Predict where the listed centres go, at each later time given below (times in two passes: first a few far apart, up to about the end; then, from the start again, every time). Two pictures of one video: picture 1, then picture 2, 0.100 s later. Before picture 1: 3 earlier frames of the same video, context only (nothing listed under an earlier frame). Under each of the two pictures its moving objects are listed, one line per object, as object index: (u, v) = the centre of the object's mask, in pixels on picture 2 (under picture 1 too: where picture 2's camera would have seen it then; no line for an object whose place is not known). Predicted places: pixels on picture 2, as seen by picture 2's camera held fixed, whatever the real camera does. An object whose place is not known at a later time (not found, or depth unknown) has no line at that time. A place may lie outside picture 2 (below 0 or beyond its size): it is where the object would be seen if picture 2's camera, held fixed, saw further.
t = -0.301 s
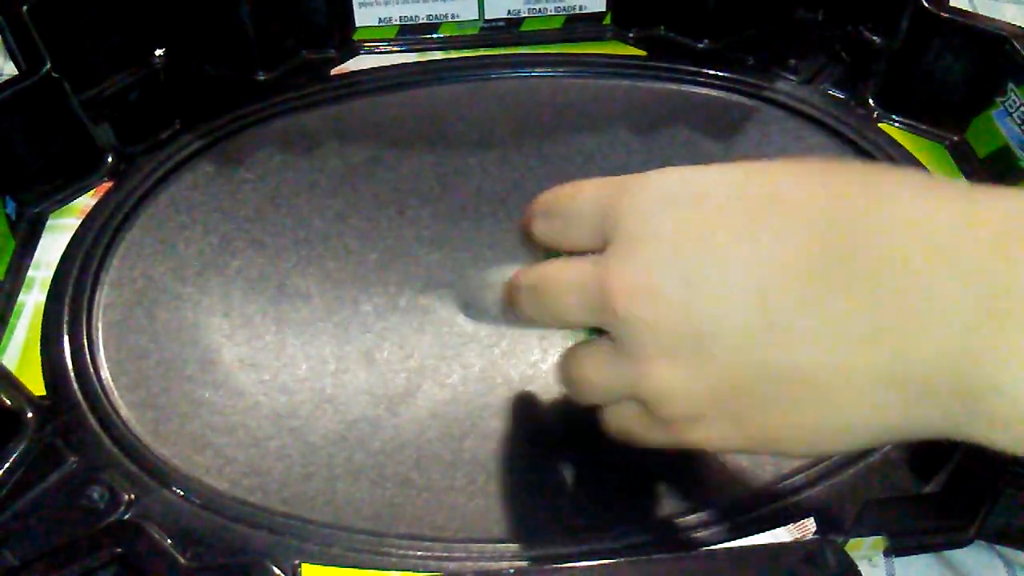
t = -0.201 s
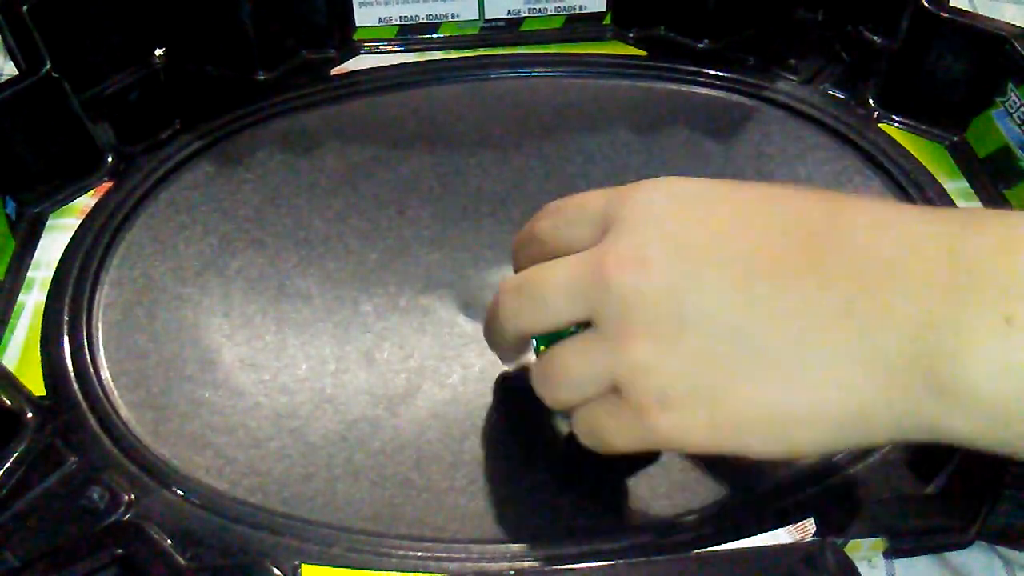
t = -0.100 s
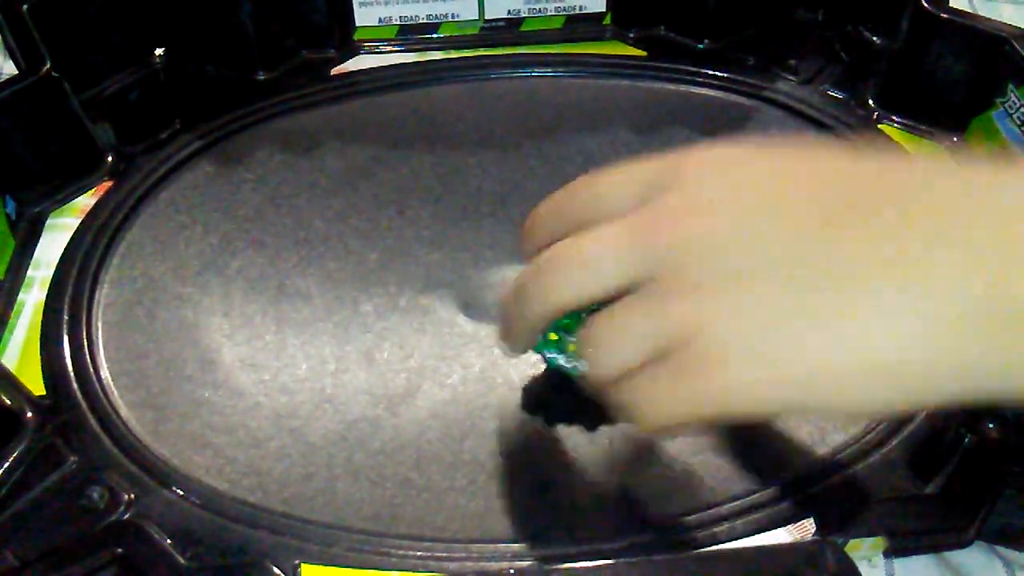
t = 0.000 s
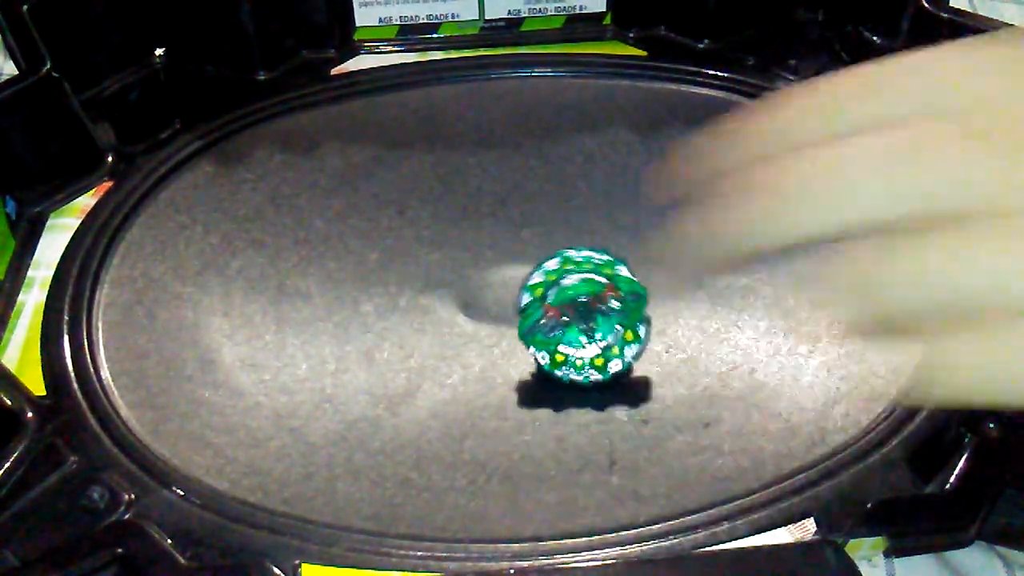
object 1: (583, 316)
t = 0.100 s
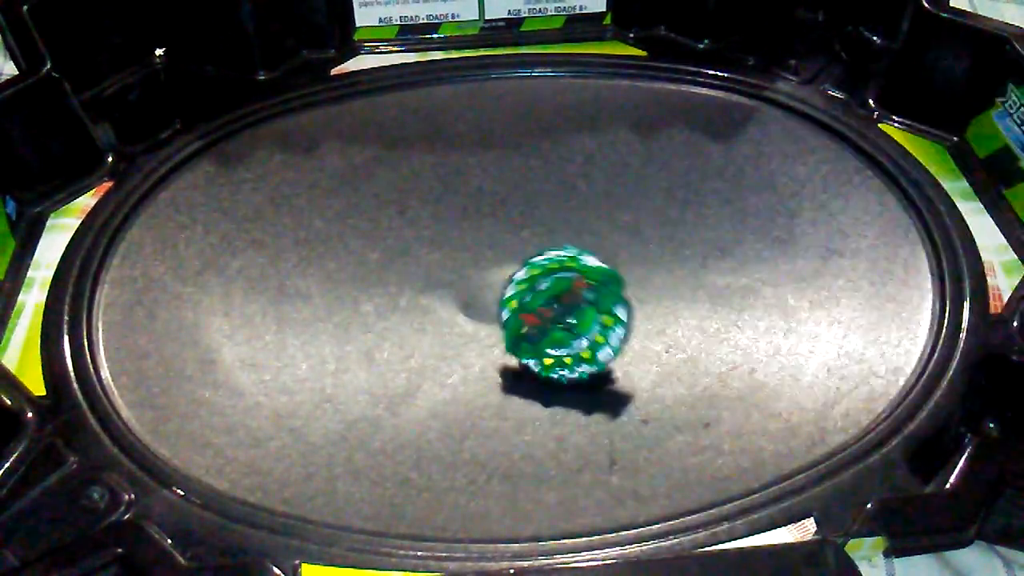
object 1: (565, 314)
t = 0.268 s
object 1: (534, 292)
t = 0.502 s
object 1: (565, 264)
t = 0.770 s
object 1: (586, 264)
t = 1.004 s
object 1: (557, 264)
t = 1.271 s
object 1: (532, 279)
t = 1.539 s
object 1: (536, 298)
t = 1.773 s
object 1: (531, 288)
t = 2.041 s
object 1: (537, 273)
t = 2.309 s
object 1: (548, 267)
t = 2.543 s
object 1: (547, 268)
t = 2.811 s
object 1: (539, 272)
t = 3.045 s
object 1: (534, 276)
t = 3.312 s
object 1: (538, 272)
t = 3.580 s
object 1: (540, 270)
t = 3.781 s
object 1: (538, 272)
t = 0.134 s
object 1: (558, 313)
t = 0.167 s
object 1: (551, 310)
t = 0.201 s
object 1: (545, 306)
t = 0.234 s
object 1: (538, 300)
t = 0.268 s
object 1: (534, 292)
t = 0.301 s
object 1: (533, 284)
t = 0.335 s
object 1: (536, 279)
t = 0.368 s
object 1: (540, 274)
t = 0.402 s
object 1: (546, 270)
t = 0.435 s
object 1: (552, 267)
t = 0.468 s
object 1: (558, 266)
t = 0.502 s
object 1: (565, 264)
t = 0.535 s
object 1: (572, 263)
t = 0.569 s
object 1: (577, 263)
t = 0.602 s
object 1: (582, 263)
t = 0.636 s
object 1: (585, 264)
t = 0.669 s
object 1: (587, 264)
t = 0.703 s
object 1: (588, 264)
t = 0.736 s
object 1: (587, 264)
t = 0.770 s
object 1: (586, 264)
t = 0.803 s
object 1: (583, 263)
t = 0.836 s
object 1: (579, 263)
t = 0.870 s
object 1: (575, 263)
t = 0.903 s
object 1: (570, 263)
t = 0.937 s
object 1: (565, 263)
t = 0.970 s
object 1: (561, 264)
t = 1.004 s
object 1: (557, 264)
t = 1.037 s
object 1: (553, 265)
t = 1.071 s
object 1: (550, 267)
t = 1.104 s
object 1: (546, 268)
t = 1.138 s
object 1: (542, 270)
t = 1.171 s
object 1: (539, 273)
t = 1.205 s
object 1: (537, 274)
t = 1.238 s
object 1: (534, 277)
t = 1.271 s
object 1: (532, 279)
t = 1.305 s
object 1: (531, 281)
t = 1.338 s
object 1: (531, 282)
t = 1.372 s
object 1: (531, 284)
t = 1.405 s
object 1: (531, 287)
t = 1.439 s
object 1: (531, 290)
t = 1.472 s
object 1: (533, 293)
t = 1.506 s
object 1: (535, 296)
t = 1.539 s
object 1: (536, 298)
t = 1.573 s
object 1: (537, 299)
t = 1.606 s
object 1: (537, 299)
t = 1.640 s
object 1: (537, 299)
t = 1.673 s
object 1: (536, 297)
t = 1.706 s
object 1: (535, 295)
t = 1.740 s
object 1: (533, 292)
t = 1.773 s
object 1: (531, 288)
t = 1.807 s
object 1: (531, 286)
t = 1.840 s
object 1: (531, 284)
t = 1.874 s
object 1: (531, 282)
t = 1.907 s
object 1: (531, 281)
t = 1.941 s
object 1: (532, 279)
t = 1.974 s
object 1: (533, 278)
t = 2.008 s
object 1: (535, 276)
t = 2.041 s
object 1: (537, 273)
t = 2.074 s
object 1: (538, 272)
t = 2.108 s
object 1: (540, 271)
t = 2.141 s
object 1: (542, 270)
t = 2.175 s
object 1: (543, 269)
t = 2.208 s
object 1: (544, 269)
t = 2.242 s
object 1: (545, 268)
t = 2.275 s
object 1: (547, 267)
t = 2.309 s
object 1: (548, 267)
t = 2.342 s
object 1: (549, 267)
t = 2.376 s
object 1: (550, 266)
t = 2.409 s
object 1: (550, 266)
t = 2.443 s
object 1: (550, 266)
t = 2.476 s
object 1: (549, 266)
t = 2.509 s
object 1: (548, 267)
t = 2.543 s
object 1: (547, 268)
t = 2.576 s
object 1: (546, 268)
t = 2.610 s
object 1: (544, 269)
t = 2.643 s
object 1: (544, 269)
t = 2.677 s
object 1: (543, 269)
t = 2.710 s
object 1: (543, 270)
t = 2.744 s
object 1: (541, 270)
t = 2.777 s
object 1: (540, 271)
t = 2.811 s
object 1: (539, 272)
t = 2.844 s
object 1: (538, 272)
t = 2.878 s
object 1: (536, 274)
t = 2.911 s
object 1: (535, 275)
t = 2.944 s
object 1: (534, 276)
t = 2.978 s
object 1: (534, 277)
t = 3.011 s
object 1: (534, 277)
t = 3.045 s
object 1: (534, 276)
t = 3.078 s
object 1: (534, 276)
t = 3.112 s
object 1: (535, 275)
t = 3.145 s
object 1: (536, 273)
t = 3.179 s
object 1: (537, 273)
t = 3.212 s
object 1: (538, 272)
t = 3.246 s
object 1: (538, 272)
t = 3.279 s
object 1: (538, 272)
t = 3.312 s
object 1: (538, 272)
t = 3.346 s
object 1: (539, 272)
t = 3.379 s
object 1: (539, 271)
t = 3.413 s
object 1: (540, 271)
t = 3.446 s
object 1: (540, 270)
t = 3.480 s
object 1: (540, 270)
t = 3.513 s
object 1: (540, 270)
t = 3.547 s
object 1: (540, 270)
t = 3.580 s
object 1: (540, 270)
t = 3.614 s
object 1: (539, 271)
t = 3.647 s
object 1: (539, 271)
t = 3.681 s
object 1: (539, 272)
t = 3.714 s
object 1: (538, 272)
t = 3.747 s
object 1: (538, 272)
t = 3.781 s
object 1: (538, 272)
